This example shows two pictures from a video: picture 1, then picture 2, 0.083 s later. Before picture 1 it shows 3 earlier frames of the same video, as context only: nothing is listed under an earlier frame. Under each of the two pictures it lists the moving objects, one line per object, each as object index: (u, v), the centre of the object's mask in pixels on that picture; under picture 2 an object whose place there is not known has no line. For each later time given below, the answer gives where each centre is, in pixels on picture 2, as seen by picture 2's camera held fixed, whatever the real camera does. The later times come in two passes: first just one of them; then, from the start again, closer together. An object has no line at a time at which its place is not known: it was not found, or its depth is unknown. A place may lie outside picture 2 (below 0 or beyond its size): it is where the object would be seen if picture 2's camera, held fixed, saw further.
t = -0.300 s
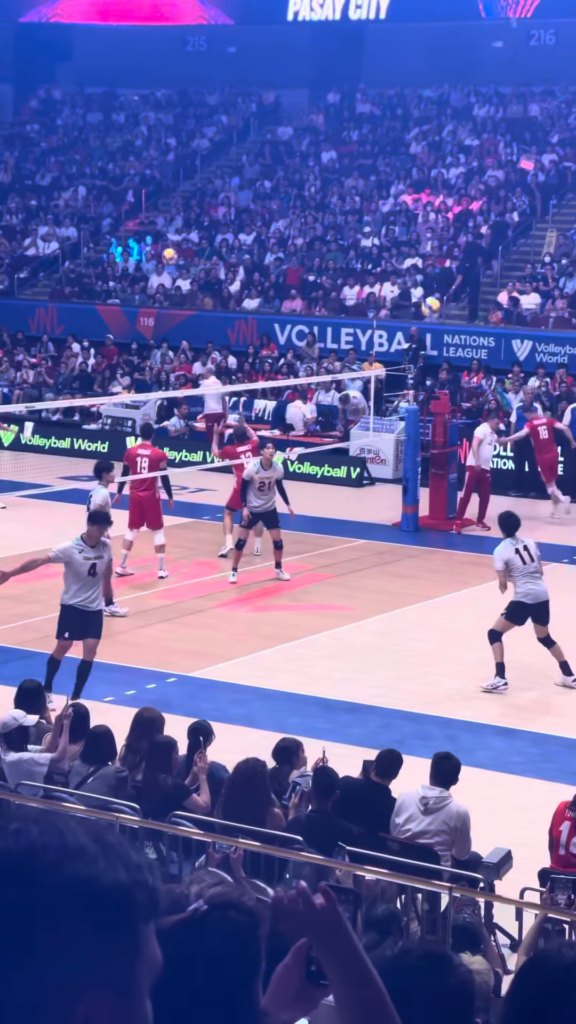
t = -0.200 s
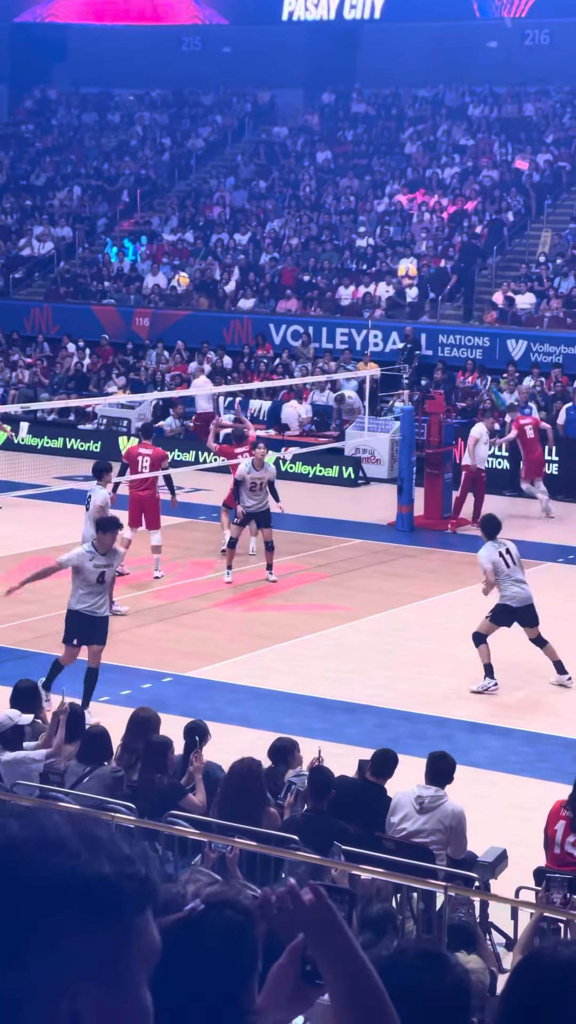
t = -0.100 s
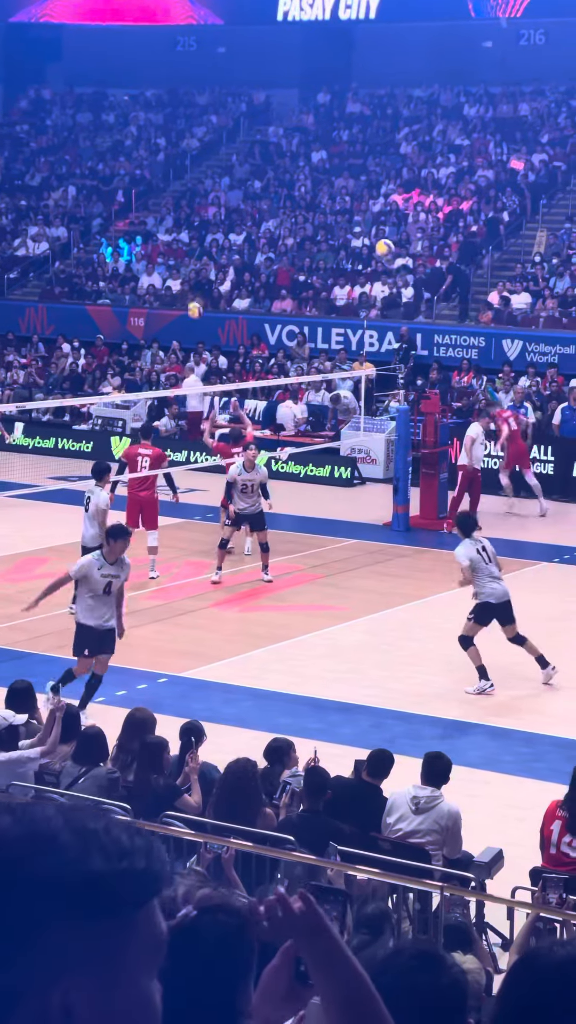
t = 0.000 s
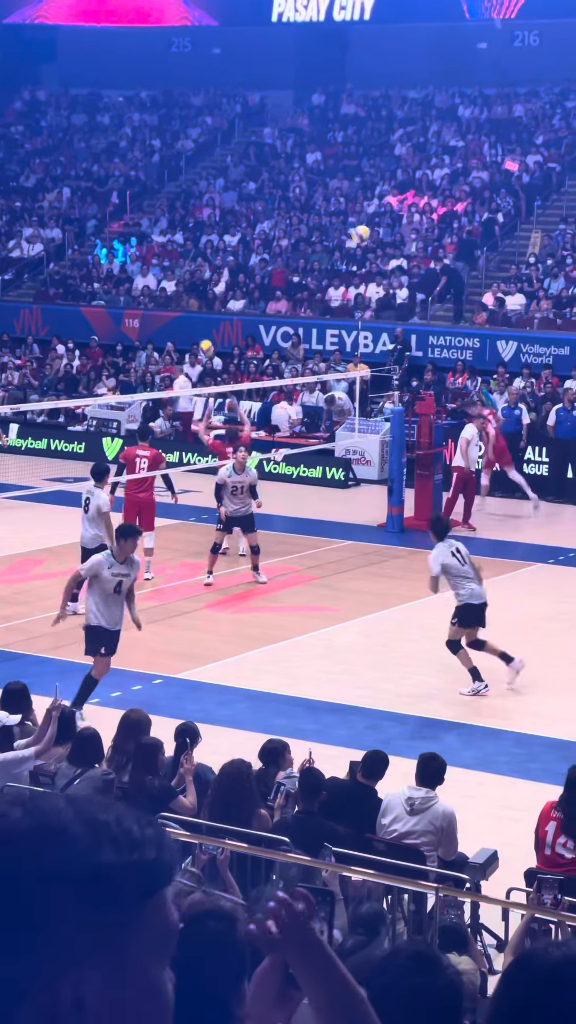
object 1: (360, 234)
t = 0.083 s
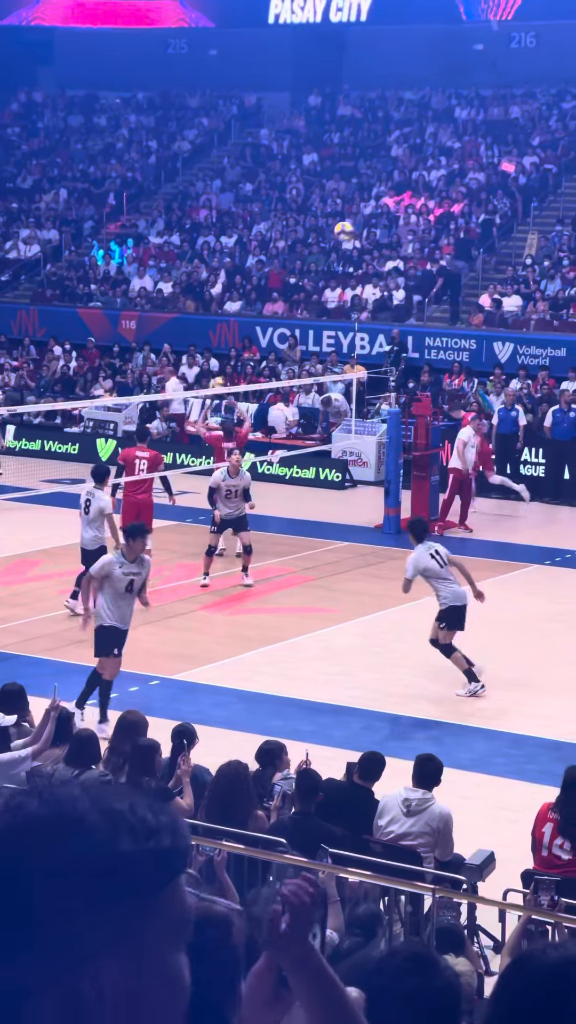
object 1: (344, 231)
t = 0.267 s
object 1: (312, 240)
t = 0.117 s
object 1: (338, 228)
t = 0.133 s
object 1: (335, 230)
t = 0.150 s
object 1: (332, 230)
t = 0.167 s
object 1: (330, 231)
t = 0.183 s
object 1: (326, 231)
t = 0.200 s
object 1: (324, 233)
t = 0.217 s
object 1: (321, 234)
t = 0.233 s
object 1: (318, 236)
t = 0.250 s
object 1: (316, 237)
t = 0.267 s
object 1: (312, 240)
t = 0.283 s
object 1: (309, 241)
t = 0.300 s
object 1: (306, 243)
